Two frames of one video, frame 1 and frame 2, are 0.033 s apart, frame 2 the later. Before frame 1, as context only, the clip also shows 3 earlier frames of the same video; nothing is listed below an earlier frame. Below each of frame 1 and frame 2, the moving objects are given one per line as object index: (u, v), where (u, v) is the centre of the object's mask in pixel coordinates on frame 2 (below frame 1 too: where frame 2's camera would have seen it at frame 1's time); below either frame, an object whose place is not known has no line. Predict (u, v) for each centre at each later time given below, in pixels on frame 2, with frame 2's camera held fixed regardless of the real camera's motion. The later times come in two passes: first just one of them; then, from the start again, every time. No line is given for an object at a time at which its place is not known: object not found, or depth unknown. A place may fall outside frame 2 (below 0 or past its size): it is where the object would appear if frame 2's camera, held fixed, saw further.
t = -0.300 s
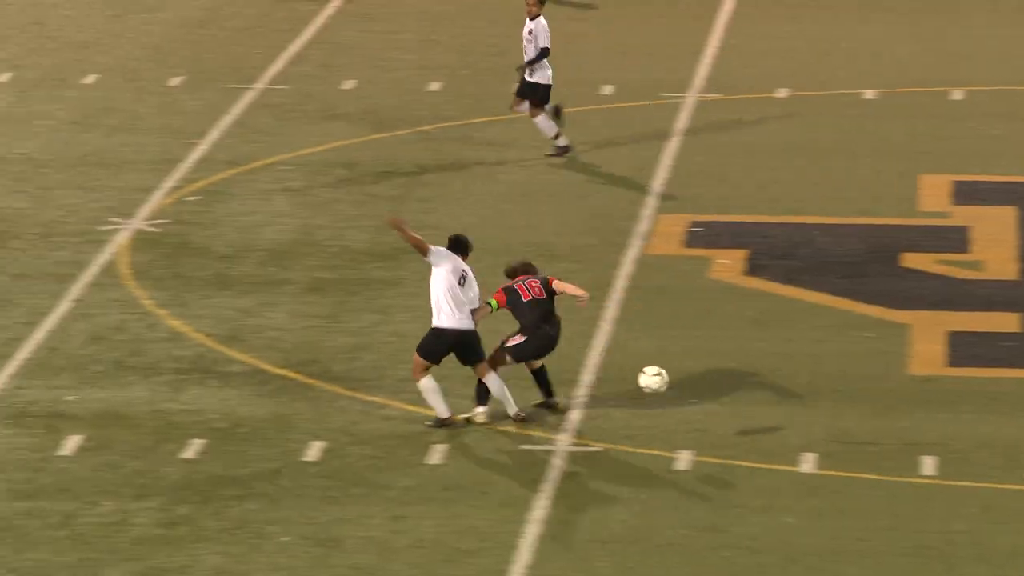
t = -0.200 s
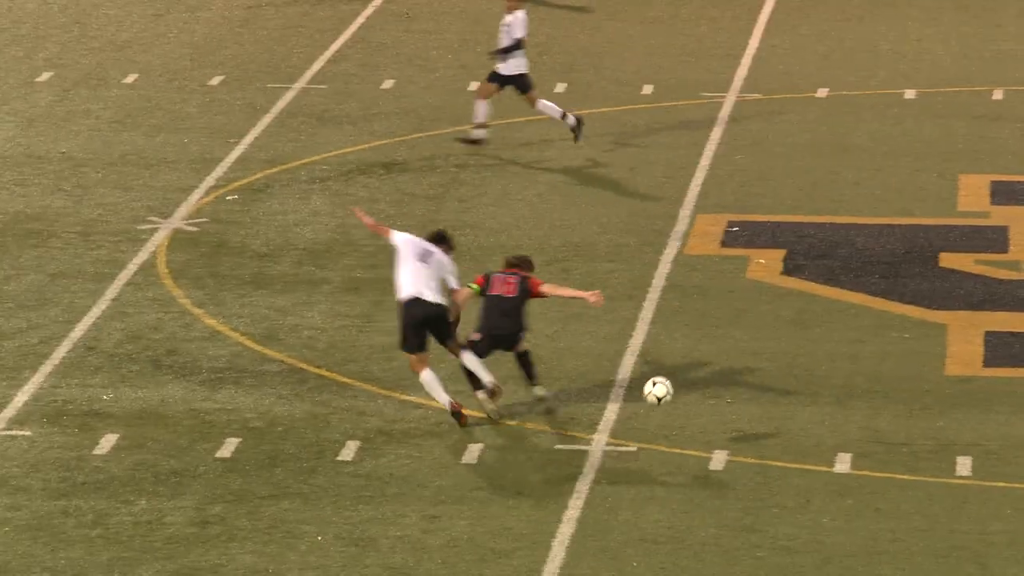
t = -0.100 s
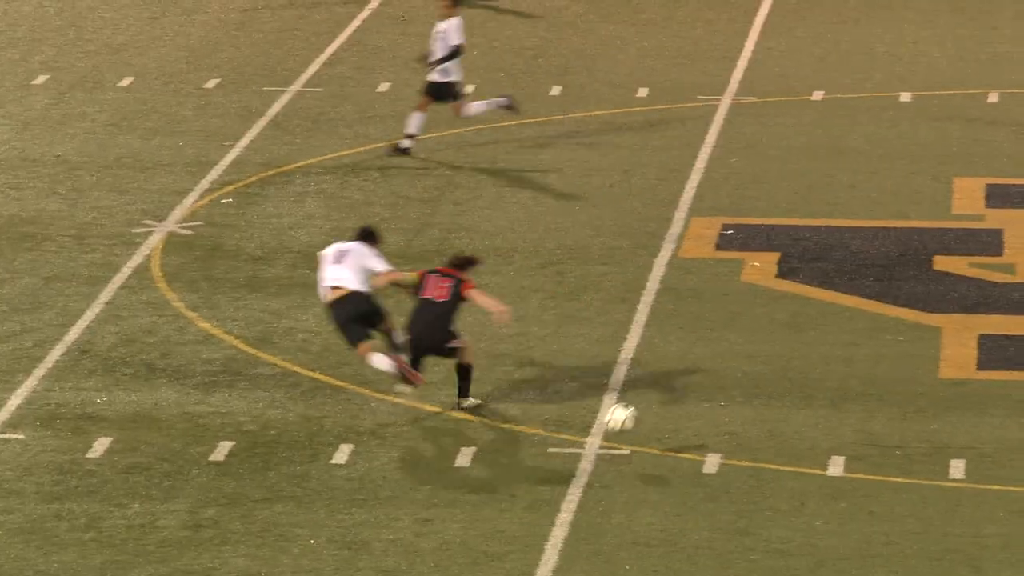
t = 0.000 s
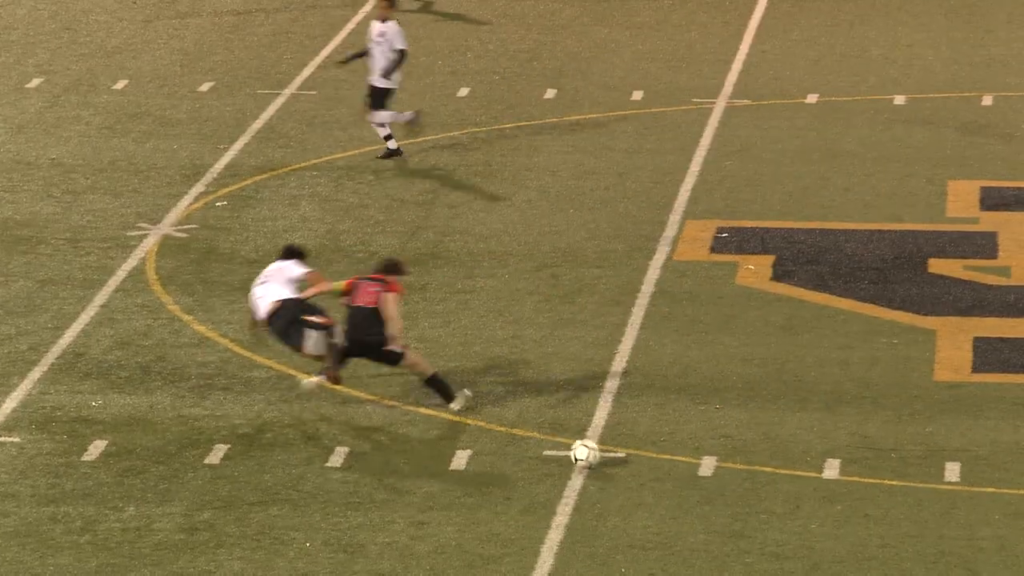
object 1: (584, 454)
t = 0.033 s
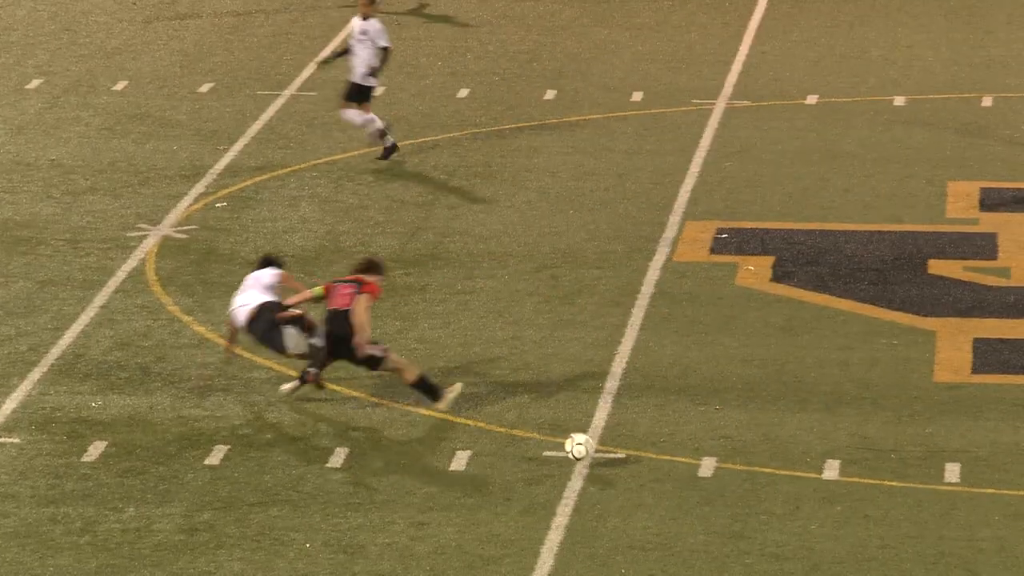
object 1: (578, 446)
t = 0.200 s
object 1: (551, 429)
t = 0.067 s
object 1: (573, 440)
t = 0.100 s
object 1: (568, 435)
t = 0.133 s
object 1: (563, 432)
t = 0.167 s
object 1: (557, 429)
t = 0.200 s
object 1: (551, 429)
